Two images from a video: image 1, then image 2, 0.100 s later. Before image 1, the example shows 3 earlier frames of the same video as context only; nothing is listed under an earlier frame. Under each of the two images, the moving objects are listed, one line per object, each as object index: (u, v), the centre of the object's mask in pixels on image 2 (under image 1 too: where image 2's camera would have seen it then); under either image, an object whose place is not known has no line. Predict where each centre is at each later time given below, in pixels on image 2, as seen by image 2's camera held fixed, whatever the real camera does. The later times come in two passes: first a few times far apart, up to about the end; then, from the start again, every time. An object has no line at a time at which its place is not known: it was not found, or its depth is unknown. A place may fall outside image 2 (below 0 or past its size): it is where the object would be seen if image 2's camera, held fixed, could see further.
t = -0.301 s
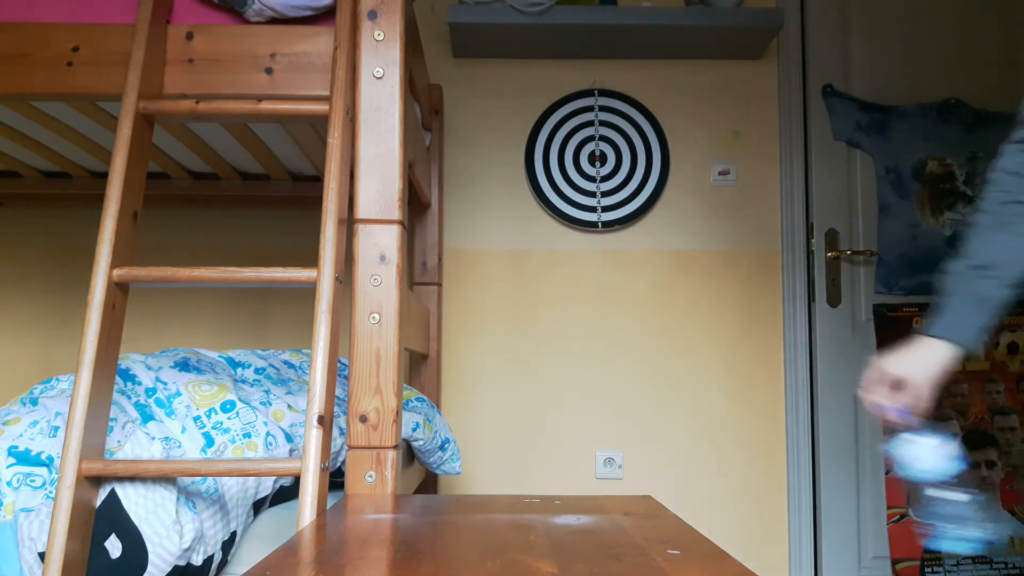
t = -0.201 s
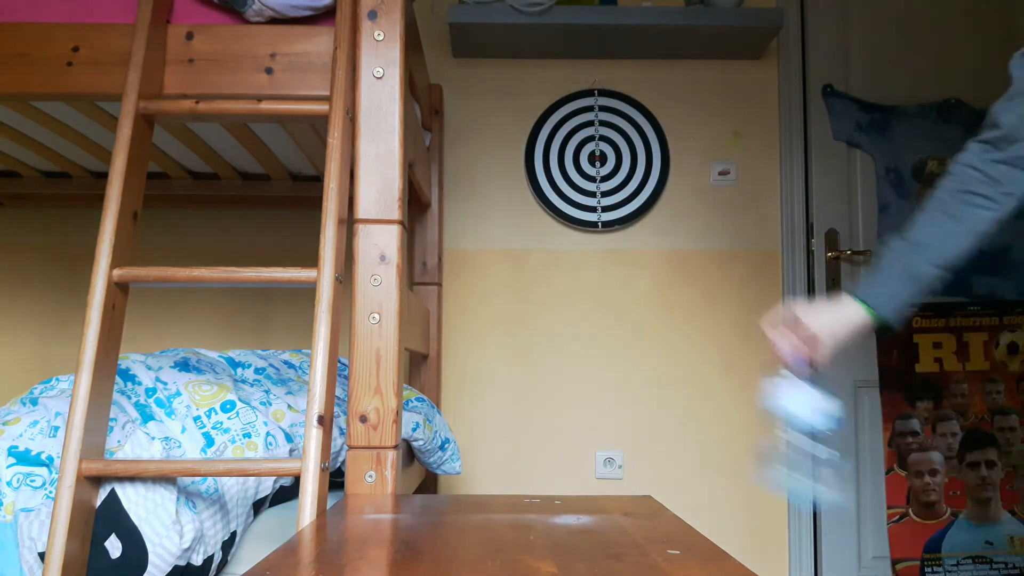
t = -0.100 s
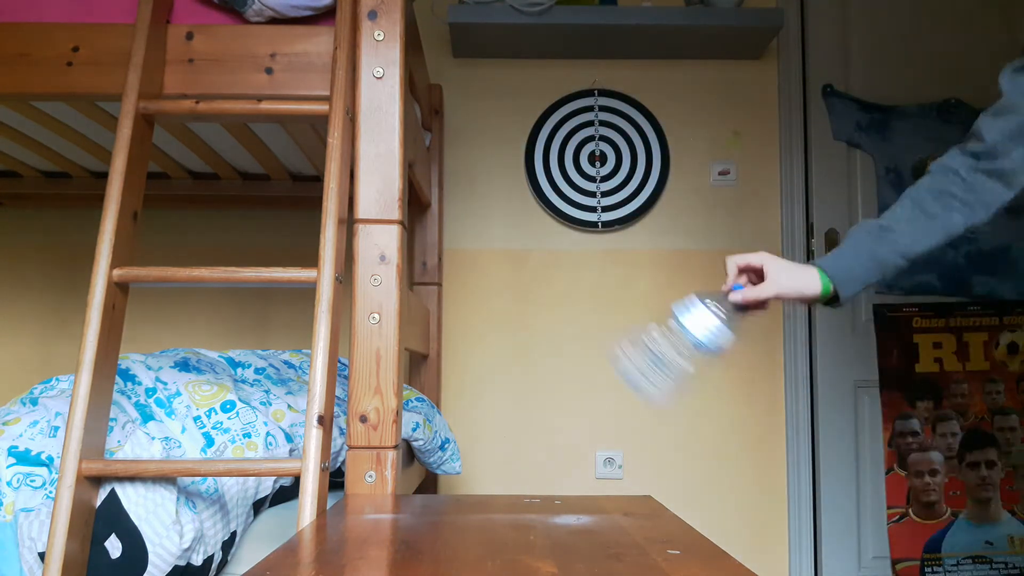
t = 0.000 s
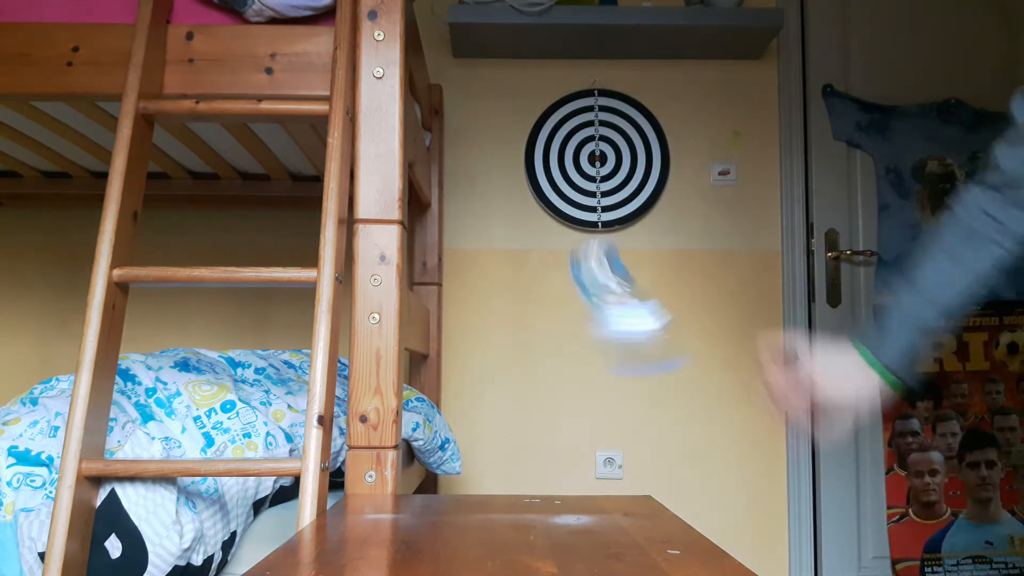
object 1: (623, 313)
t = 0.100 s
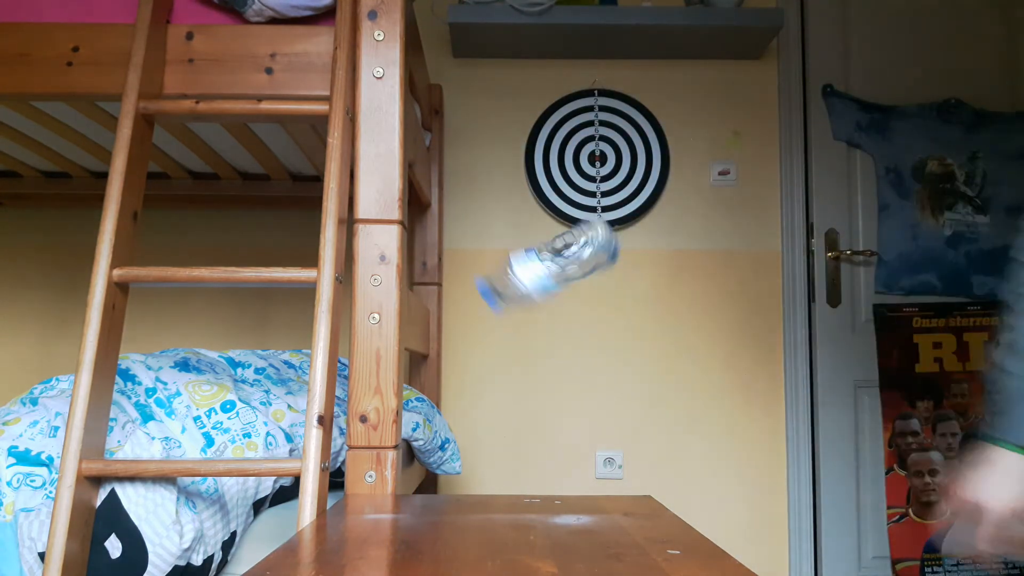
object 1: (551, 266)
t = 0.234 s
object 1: (525, 332)
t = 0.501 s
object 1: (454, 495)
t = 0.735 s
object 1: (457, 497)
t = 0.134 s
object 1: (545, 266)
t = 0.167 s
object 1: (541, 278)
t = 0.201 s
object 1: (533, 299)
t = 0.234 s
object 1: (525, 332)
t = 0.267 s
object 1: (517, 374)
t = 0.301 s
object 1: (512, 435)
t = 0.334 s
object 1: (503, 462)
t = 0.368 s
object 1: (494, 461)
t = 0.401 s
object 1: (484, 463)
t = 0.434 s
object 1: (473, 469)
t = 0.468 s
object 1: (462, 479)
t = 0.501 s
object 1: (454, 495)
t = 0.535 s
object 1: (456, 498)
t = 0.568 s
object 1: (456, 498)
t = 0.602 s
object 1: (456, 498)
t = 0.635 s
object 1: (456, 498)
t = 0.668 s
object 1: (457, 498)
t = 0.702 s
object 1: (457, 497)
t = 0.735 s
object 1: (457, 497)
